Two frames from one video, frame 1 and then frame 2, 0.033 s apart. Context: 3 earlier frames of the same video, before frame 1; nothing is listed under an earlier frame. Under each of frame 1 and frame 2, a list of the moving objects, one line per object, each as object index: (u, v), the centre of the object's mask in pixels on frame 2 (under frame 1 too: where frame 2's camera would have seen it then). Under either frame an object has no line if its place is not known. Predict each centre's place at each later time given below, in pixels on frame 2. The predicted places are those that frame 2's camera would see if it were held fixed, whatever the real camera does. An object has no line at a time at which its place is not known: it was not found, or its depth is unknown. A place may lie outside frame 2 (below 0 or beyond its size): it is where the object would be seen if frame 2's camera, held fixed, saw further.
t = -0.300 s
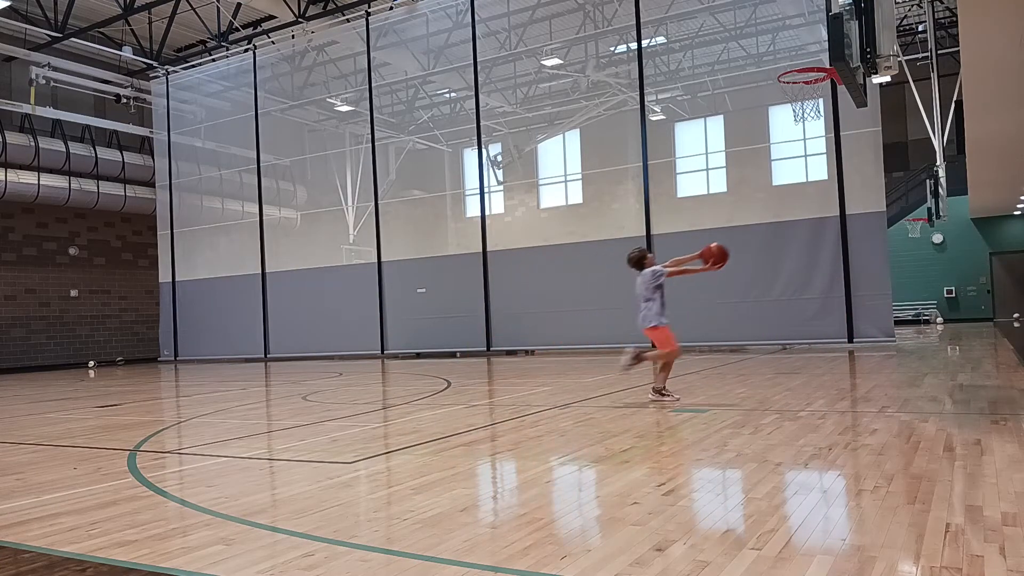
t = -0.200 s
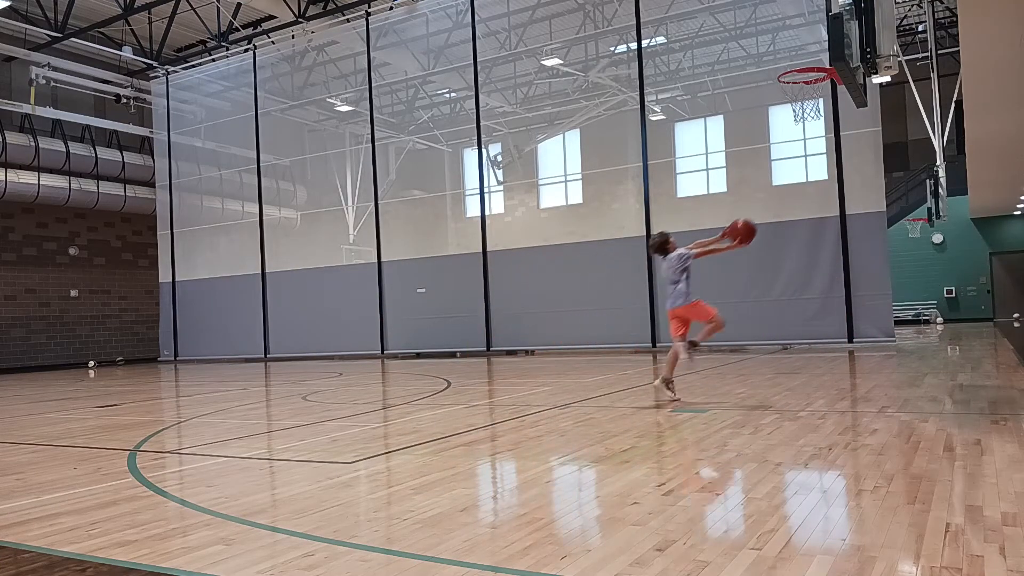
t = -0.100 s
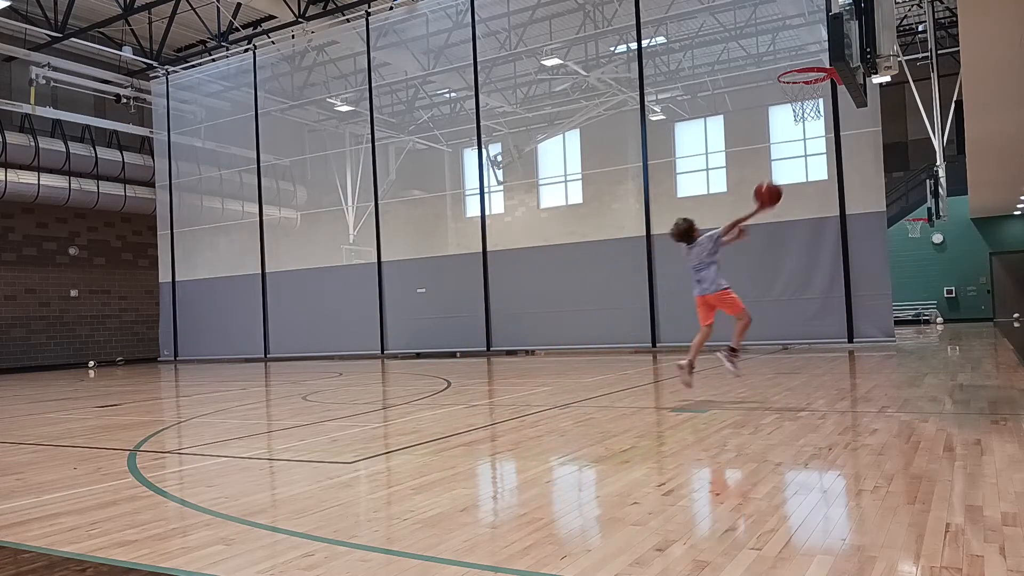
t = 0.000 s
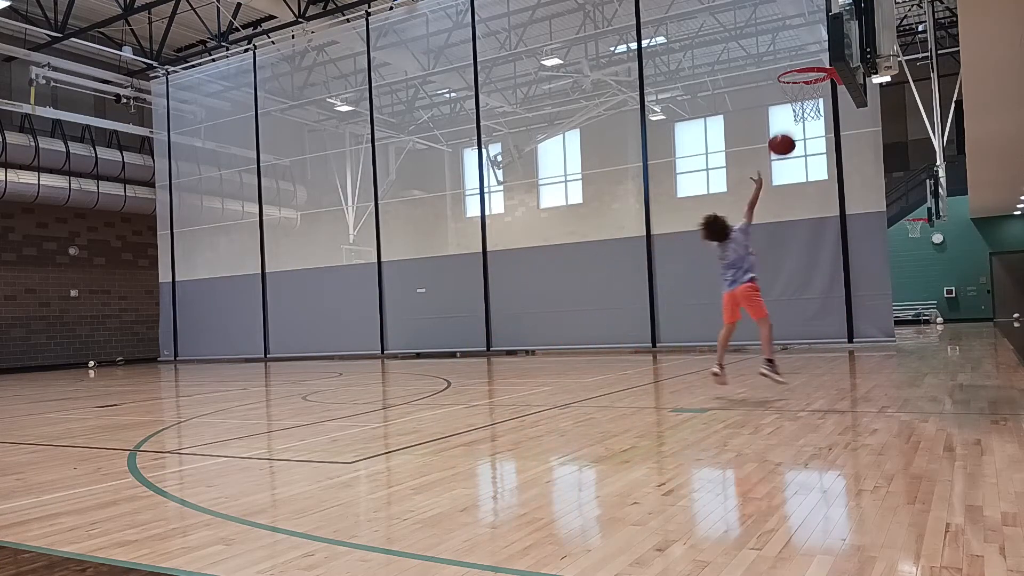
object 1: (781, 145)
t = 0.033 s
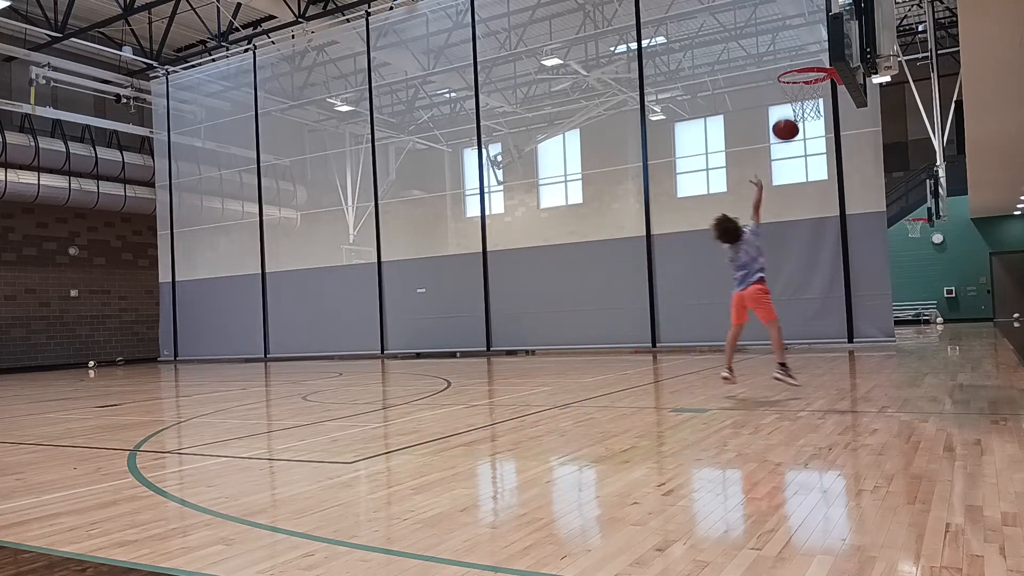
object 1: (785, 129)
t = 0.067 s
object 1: (789, 115)
